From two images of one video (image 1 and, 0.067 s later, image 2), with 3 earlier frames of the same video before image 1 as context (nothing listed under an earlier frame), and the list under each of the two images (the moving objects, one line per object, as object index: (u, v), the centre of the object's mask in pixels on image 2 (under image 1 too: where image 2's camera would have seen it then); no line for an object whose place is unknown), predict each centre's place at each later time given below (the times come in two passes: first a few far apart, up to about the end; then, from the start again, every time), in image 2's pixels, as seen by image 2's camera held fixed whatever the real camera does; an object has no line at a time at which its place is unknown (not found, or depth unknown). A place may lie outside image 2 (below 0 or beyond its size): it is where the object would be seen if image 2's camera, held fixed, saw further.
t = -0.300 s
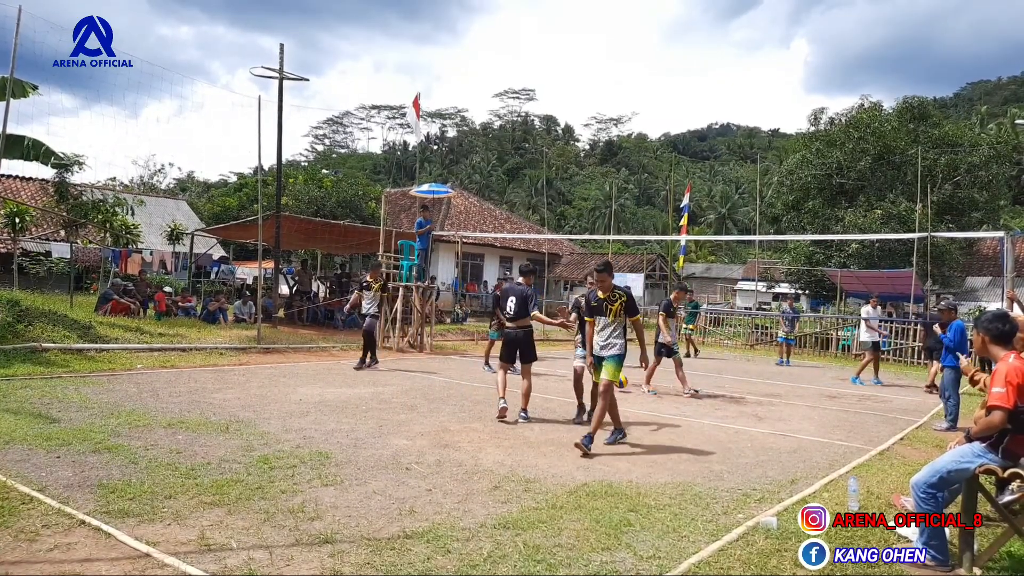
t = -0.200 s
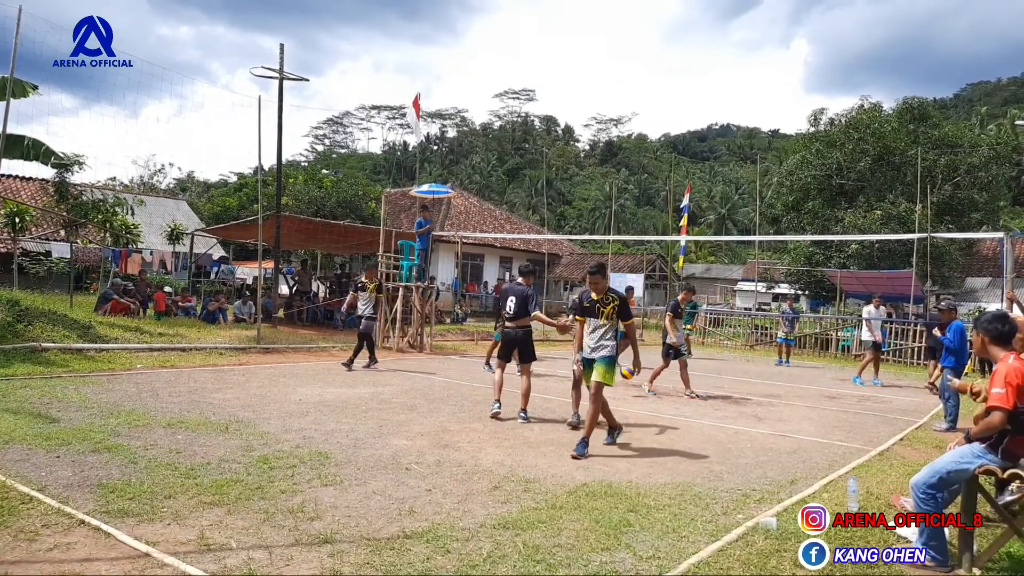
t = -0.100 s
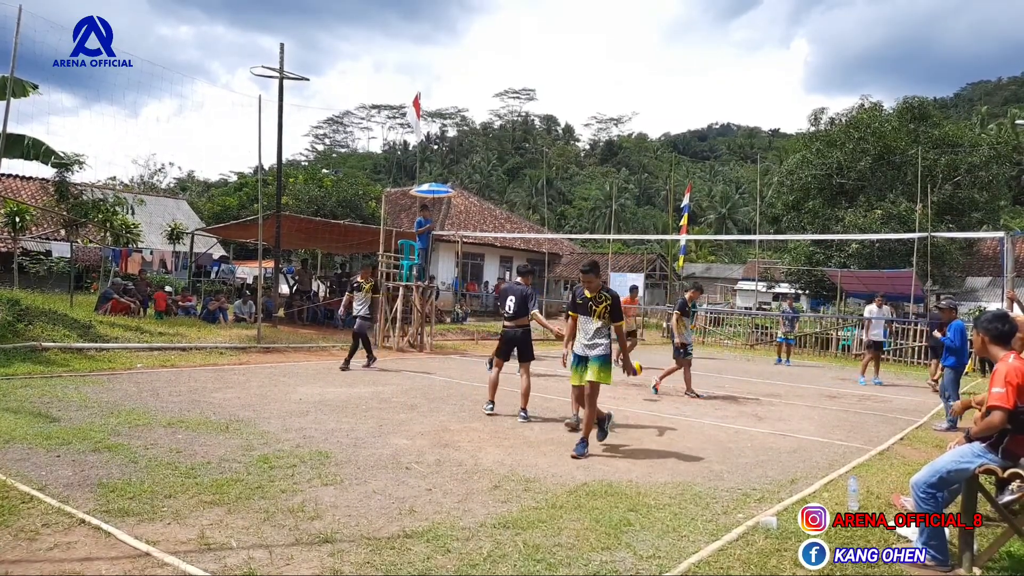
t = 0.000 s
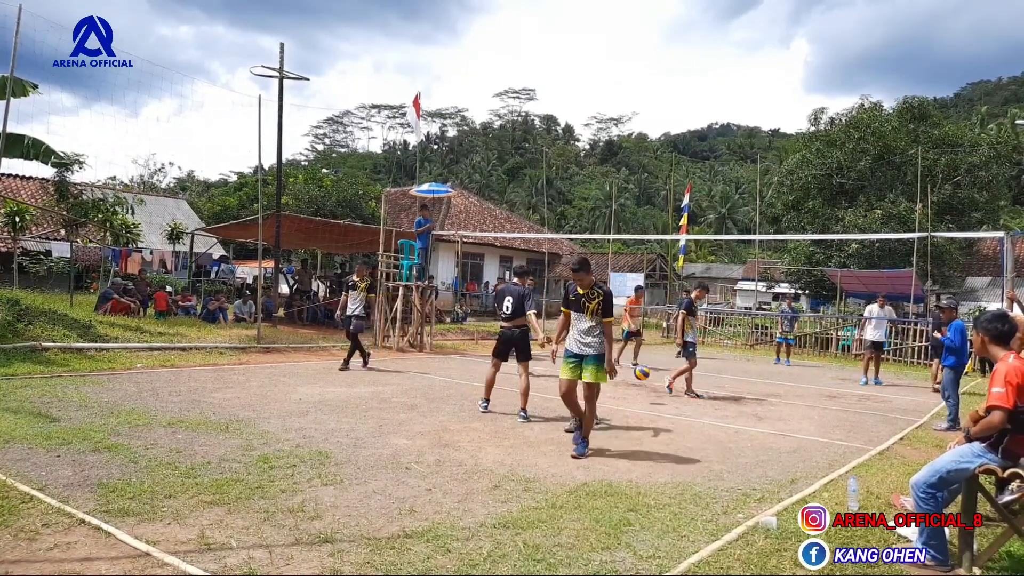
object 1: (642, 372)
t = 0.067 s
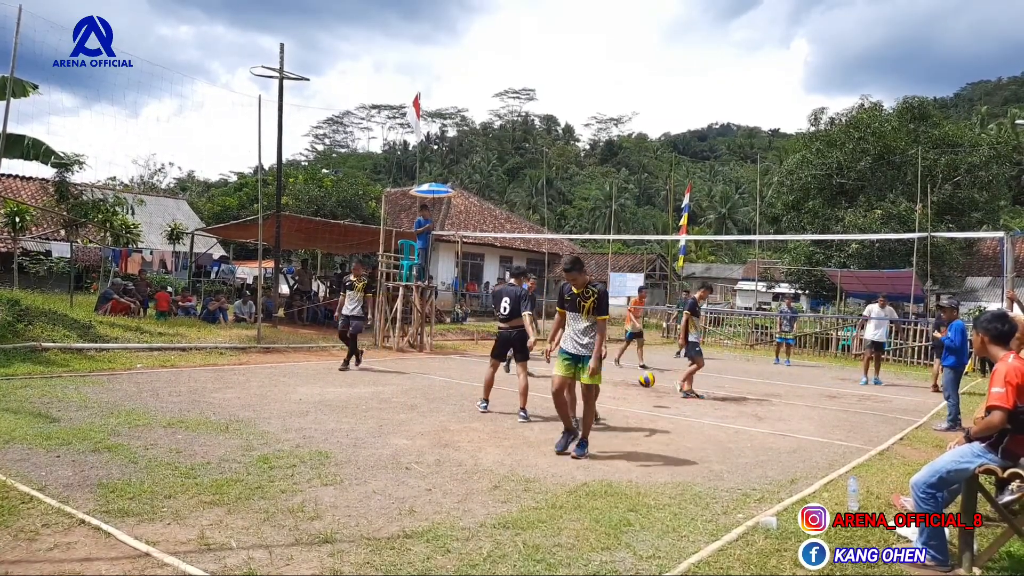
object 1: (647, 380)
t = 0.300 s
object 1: (666, 396)
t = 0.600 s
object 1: (696, 422)
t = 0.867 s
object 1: (730, 425)
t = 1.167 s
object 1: (778, 450)
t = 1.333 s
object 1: (807, 478)
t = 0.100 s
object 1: (649, 385)
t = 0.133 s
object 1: (651, 391)
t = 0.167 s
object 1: (654, 398)
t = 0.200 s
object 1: (657, 405)
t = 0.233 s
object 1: (659, 401)
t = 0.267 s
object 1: (662, 398)
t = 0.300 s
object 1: (666, 396)
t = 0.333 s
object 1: (669, 395)
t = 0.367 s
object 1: (672, 394)
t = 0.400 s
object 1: (676, 395)
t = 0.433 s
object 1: (679, 397)
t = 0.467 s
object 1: (682, 400)
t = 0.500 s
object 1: (686, 403)
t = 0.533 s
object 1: (689, 409)
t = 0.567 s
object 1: (693, 415)
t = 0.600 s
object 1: (696, 422)
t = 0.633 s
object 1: (700, 427)
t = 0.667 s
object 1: (704, 423)
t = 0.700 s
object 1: (708, 420)
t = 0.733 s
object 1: (712, 419)
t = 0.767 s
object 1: (717, 419)
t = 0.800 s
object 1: (722, 419)
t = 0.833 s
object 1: (726, 421)
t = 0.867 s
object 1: (730, 425)
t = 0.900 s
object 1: (735, 430)
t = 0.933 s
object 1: (740, 436)
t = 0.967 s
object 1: (746, 443)
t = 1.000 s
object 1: (750, 452)
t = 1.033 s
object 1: (755, 450)
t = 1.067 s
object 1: (760, 448)
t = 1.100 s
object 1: (766, 448)
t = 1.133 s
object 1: (771, 449)
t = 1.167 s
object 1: (778, 450)
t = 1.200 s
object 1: (783, 454)
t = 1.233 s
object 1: (789, 459)
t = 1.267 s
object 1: (794, 465)
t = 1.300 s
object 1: (801, 474)
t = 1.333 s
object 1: (807, 478)
